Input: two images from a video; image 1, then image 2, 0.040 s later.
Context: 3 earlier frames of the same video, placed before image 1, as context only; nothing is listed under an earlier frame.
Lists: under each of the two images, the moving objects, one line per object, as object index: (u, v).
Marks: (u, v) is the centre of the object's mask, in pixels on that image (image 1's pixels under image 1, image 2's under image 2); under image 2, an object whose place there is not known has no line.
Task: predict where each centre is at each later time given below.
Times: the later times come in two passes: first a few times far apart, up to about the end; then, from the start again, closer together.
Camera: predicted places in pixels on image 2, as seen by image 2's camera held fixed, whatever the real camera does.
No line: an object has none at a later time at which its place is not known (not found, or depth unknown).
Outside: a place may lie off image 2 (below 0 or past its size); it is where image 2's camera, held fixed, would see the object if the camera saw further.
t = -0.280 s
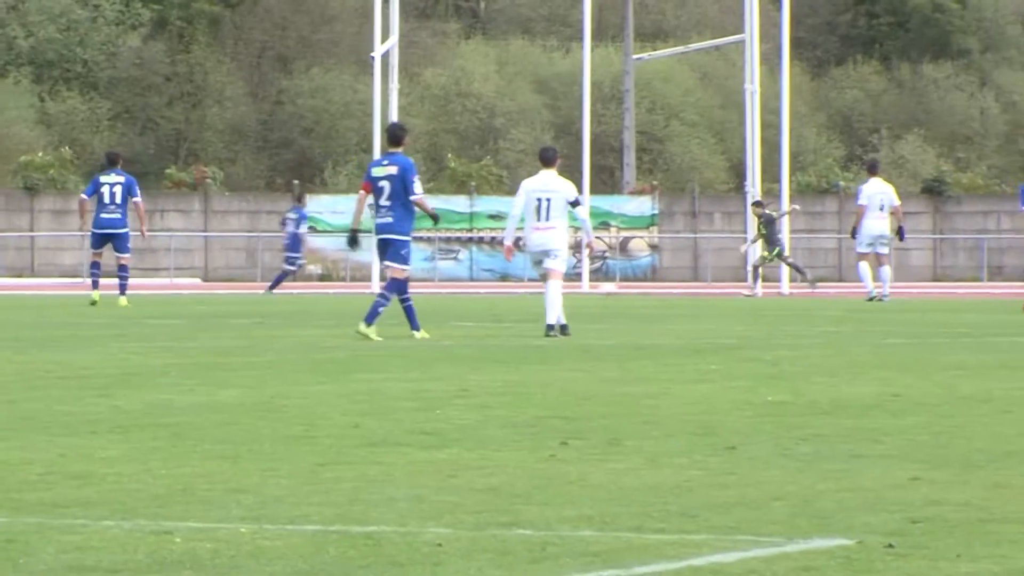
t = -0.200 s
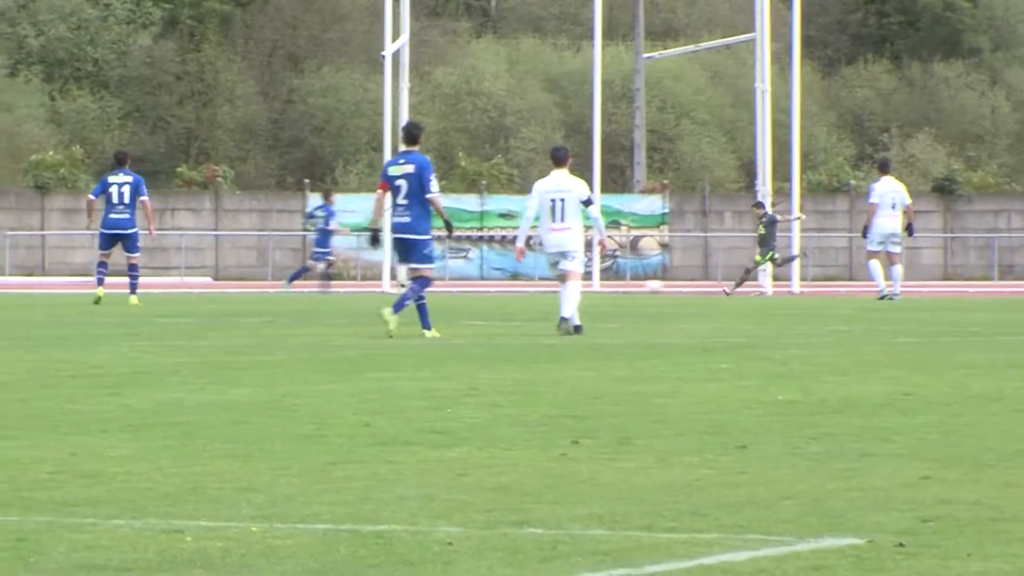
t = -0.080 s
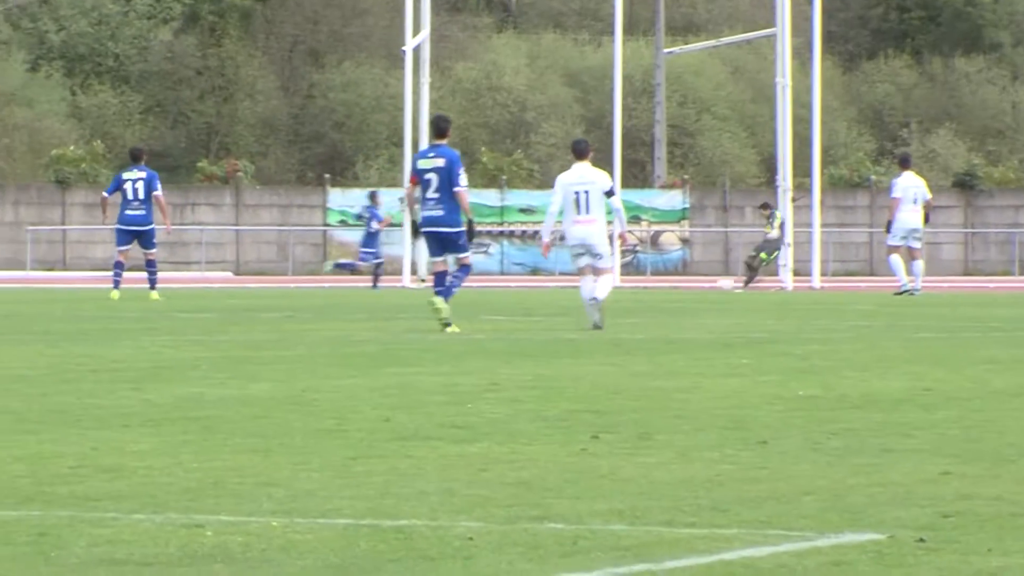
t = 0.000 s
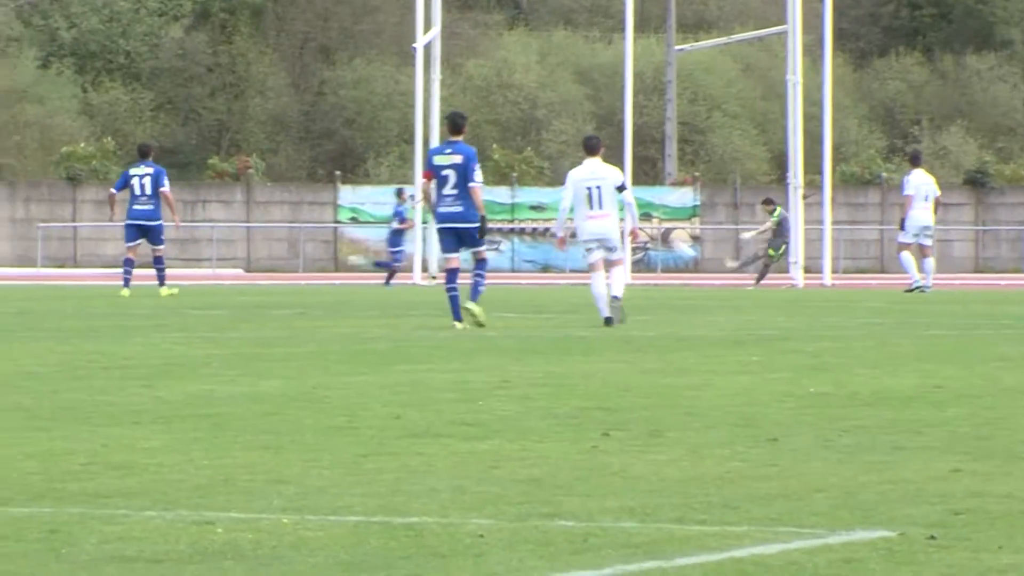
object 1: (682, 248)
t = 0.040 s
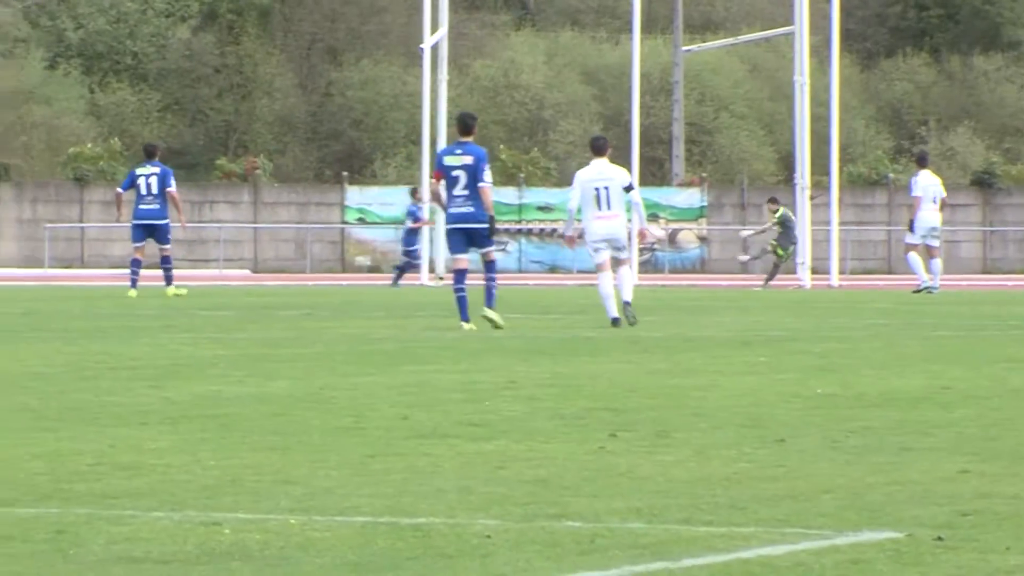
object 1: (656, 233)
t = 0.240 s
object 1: (496, 149)
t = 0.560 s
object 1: (291, 66)
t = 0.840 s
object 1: (159, 49)
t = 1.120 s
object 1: (60, 94)
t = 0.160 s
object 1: (553, 181)
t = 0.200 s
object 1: (522, 166)
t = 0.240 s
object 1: (496, 149)
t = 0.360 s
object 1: (410, 112)
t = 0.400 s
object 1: (384, 101)
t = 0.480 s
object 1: (336, 81)
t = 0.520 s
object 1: (313, 73)
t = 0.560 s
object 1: (291, 66)
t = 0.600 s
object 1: (270, 60)
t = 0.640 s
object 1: (250, 55)
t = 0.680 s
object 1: (231, 51)
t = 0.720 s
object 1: (212, 49)
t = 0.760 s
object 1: (194, 48)
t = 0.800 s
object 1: (176, 48)
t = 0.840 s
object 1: (159, 49)
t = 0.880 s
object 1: (142, 51)
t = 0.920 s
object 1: (127, 55)
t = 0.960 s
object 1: (112, 61)
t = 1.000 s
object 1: (98, 67)
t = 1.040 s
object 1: (85, 74)
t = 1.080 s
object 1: (72, 83)
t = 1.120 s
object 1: (60, 94)
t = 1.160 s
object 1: (48, 106)
